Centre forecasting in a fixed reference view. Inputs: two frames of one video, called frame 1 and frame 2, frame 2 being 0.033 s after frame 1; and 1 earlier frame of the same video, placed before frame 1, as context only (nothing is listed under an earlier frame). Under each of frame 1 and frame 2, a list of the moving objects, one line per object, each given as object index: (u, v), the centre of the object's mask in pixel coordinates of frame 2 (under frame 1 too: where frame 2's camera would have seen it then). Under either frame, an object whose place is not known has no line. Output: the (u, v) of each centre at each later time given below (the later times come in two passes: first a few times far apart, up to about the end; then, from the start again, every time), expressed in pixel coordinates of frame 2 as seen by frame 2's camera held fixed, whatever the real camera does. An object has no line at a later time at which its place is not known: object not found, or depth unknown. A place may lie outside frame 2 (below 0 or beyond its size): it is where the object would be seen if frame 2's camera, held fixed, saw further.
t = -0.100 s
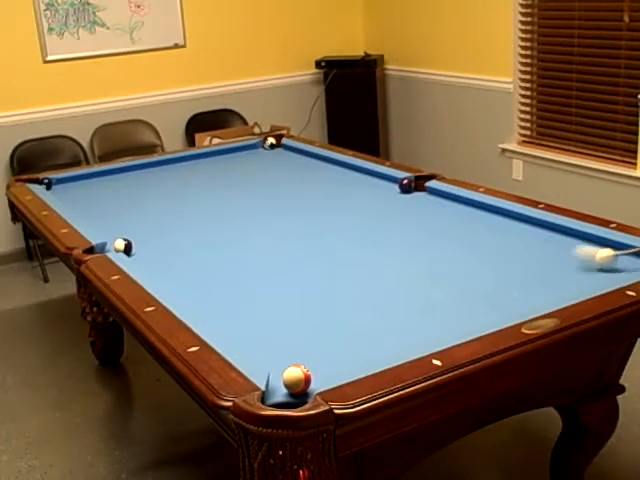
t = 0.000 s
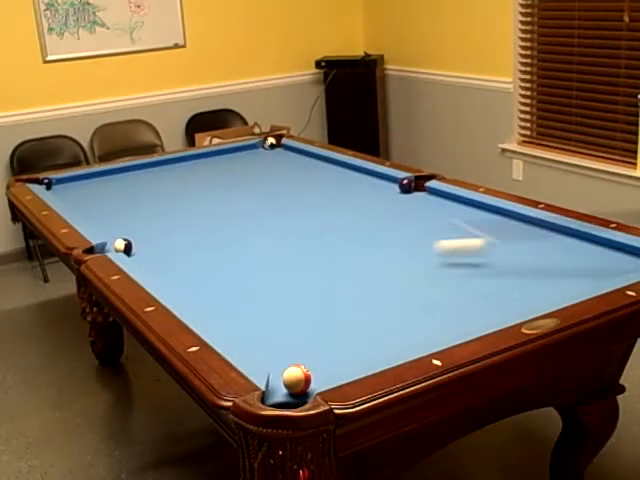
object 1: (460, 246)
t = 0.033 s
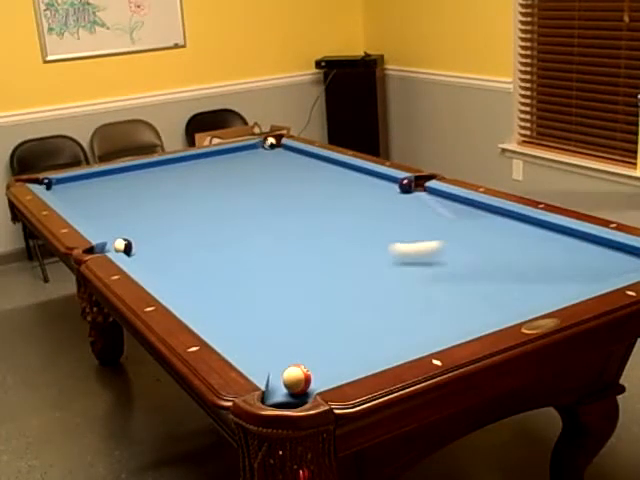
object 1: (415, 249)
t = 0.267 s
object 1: (155, 244)
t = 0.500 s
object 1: (120, 216)
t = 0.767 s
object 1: (80, 194)
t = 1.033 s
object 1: (70, 179)
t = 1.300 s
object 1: (106, 180)
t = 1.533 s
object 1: (134, 181)
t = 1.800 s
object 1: (166, 182)
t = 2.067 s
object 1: (198, 182)
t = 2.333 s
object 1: (229, 183)
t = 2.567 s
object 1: (255, 183)
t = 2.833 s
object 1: (285, 184)
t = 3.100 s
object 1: (313, 185)
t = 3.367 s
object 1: (341, 185)
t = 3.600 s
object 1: (363, 186)
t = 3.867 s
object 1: (389, 186)
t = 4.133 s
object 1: (398, 189)
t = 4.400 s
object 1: (405, 191)
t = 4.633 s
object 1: (410, 192)
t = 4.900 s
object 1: (416, 193)
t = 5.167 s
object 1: (419, 195)
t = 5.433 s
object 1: (422, 195)
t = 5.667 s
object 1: (423, 196)
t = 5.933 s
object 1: (423, 196)
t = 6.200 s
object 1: (423, 196)
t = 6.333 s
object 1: (423, 196)
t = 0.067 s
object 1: (373, 250)
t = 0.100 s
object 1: (333, 248)
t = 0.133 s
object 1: (293, 248)
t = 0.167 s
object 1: (257, 247)
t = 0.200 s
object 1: (221, 246)
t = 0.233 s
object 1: (188, 245)
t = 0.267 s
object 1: (155, 244)
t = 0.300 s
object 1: (140, 240)
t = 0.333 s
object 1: (138, 236)
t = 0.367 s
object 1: (136, 231)
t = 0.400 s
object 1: (133, 227)
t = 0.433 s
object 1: (129, 223)
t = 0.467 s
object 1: (125, 219)
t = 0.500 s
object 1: (120, 216)
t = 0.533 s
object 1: (115, 213)
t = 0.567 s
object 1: (110, 210)
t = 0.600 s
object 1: (105, 207)
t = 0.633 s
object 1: (99, 204)
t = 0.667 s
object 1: (95, 202)
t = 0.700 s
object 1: (89, 199)
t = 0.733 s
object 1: (84, 196)
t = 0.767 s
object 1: (80, 194)
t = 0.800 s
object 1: (75, 191)
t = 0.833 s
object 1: (71, 189)
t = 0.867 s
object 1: (67, 186)
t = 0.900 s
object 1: (63, 185)
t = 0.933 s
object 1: (59, 182)
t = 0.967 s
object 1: (61, 180)
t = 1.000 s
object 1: (65, 179)
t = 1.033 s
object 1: (70, 179)
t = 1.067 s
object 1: (75, 179)
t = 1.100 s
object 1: (80, 180)
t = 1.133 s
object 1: (85, 180)
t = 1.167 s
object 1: (89, 180)
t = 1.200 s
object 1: (93, 180)
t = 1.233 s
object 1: (97, 180)
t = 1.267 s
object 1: (101, 180)
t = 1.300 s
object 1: (106, 180)
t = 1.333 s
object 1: (110, 180)
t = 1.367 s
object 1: (114, 180)
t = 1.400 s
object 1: (118, 181)
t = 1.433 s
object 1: (122, 180)
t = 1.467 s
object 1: (126, 181)
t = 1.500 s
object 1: (130, 181)
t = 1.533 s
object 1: (134, 181)
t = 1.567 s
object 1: (138, 181)
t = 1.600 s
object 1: (142, 181)
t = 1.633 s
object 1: (146, 181)
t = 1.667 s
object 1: (150, 181)
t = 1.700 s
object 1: (154, 181)
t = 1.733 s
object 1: (158, 181)
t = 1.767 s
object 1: (162, 182)
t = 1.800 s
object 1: (166, 182)
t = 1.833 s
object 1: (170, 182)
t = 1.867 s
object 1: (174, 182)
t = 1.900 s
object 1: (178, 182)
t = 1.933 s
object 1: (182, 182)
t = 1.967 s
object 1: (186, 182)
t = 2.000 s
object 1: (190, 182)
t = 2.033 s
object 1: (194, 182)
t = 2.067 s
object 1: (198, 182)
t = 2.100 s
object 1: (202, 182)
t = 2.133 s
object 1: (206, 182)
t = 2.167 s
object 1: (209, 182)
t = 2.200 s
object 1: (213, 183)
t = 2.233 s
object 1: (217, 183)
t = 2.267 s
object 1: (221, 183)
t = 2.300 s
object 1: (225, 183)
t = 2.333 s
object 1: (229, 183)
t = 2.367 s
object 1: (233, 183)
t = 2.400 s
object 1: (236, 183)
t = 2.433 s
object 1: (240, 183)
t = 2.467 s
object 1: (244, 183)
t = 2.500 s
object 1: (248, 183)
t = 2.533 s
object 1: (251, 183)
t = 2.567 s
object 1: (255, 183)
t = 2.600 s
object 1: (259, 184)
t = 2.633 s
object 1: (263, 184)
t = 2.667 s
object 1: (266, 184)
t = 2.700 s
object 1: (270, 184)
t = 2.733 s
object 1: (274, 184)
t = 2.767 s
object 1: (277, 184)
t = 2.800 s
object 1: (281, 184)
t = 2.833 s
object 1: (285, 184)
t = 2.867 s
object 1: (288, 184)
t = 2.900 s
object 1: (292, 184)
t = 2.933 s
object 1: (295, 184)
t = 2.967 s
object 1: (299, 184)
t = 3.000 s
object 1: (302, 185)
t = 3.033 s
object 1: (306, 185)
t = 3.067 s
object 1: (309, 185)
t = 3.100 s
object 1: (313, 185)
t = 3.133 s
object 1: (317, 185)
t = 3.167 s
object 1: (320, 185)
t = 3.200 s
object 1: (324, 185)
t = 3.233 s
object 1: (327, 185)
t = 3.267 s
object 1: (331, 185)
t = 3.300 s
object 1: (334, 185)
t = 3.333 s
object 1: (337, 185)
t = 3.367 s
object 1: (341, 185)
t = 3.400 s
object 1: (344, 186)
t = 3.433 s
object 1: (348, 186)
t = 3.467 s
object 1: (350, 186)
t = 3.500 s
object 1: (354, 186)
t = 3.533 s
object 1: (357, 186)
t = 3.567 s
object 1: (360, 186)
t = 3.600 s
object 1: (363, 186)
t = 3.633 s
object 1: (367, 186)
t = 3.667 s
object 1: (370, 186)
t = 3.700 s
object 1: (373, 186)
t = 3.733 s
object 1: (376, 186)
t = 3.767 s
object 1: (379, 186)
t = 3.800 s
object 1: (382, 186)
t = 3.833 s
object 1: (386, 186)
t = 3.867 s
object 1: (389, 186)
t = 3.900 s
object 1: (391, 186)
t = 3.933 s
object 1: (392, 187)
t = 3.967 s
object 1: (393, 187)
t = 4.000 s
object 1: (394, 188)
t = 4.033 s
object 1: (395, 188)
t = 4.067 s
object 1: (396, 188)
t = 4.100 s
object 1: (397, 189)
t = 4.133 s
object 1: (398, 189)
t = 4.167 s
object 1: (399, 189)
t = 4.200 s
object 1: (399, 189)
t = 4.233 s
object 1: (401, 189)
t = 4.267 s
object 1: (401, 190)
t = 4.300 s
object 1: (402, 190)
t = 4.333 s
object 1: (403, 190)
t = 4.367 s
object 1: (404, 191)
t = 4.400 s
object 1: (405, 191)
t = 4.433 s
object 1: (405, 191)
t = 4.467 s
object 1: (406, 191)
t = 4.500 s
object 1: (407, 192)
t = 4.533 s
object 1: (408, 192)
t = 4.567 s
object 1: (409, 192)
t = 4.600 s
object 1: (409, 192)
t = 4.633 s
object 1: (410, 192)
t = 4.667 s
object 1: (411, 192)
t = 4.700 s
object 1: (411, 193)
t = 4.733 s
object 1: (412, 193)
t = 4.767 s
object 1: (413, 193)
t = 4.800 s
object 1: (414, 193)
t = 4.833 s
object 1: (414, 193)
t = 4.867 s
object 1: (415, 193)
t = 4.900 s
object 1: (416, 193)
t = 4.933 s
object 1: (416, 194)
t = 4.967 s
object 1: (417, 194)
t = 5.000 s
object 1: (417, 194)
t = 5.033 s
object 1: (417, 194)
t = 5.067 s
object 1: (418, 194)
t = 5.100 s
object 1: (418, 194)
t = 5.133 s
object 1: (419, 195)
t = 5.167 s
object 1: (419, 195)
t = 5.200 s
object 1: (420, 195)
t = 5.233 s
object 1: (420, 195)
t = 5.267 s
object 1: (421, 195)
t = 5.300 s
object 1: (421, 195)
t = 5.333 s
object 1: (421, 195)
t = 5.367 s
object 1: (422, 195)
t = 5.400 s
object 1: (422, 195)
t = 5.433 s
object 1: (422, 195)
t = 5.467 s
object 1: (422, 195)
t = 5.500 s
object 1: (423, 195)
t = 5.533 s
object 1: (424, 196)
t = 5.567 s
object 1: (423, 196)
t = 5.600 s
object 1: (424, 196)
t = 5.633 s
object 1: (423, 196)
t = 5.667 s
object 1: (423, 196)
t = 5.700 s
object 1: (423, 196)
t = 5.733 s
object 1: (423, 196)
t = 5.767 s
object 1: (423, 196)
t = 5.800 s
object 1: (423, 196)
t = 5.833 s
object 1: (423, 196)
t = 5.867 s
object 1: (423, 196)
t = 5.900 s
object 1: (423, 196)
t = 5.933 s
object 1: (423, 196)
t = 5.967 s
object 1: (423, 196)
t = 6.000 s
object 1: (423, 196)
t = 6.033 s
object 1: (423, 196)
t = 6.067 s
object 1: (423, 196)
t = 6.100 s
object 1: (423, 196)
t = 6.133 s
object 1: (423, 196)
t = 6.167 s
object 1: (423, 196)
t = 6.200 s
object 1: (423, 196)
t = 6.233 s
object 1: (423, 196)
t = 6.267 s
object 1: (423, 196)
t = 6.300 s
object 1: (423, 196)
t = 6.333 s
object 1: (423, 196)
